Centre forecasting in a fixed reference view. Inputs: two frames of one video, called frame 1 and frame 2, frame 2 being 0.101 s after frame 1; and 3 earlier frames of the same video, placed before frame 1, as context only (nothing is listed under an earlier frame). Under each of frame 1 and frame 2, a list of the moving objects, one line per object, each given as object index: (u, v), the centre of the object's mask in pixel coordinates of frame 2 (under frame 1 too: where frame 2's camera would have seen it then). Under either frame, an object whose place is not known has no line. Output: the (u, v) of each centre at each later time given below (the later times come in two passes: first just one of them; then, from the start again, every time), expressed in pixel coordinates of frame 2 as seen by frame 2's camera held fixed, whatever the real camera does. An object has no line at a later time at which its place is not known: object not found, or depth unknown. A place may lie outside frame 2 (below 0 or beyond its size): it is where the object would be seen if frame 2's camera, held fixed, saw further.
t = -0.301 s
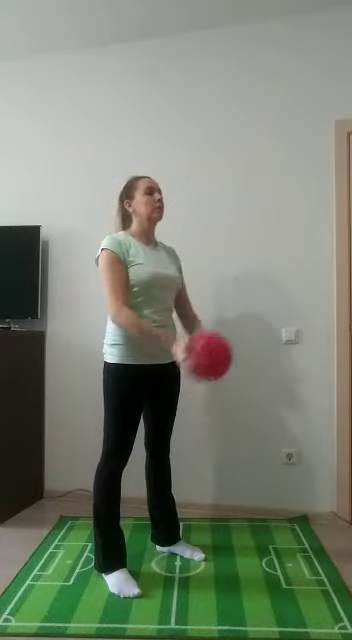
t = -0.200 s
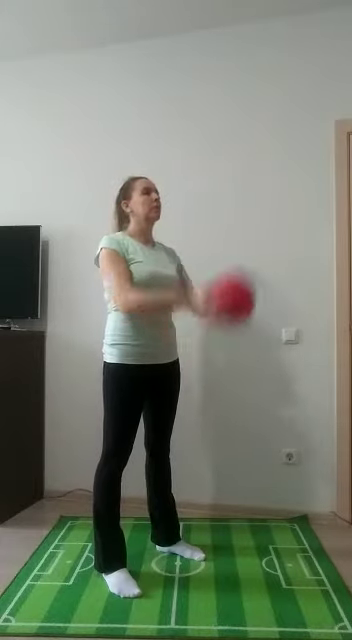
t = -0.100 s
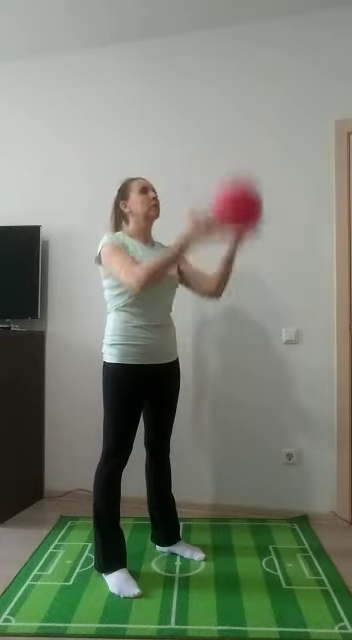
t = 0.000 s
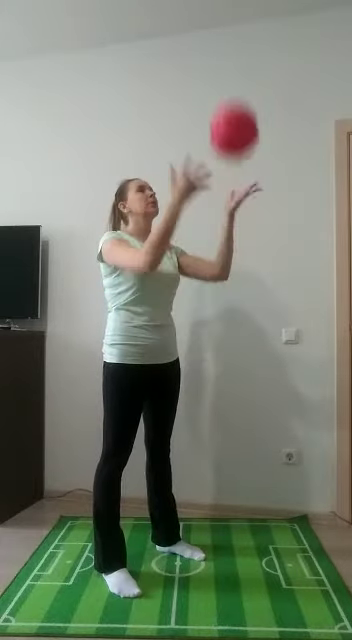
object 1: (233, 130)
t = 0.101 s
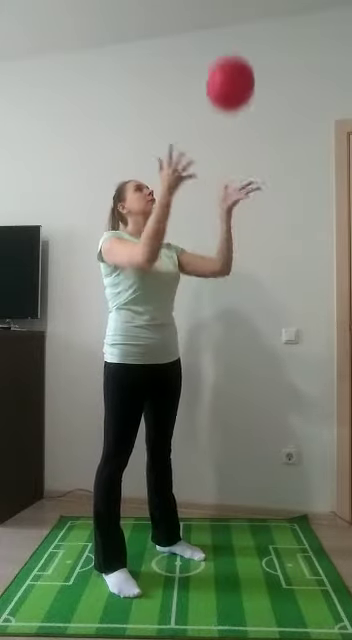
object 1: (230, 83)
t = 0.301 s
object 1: (223, 65)
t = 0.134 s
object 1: (229, 74)
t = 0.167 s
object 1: (228, 67)
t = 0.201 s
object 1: (227, 62)
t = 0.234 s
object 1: (225, 61)
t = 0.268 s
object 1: (224, 62)
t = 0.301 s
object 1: (223, 65)
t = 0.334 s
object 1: (222, 72)
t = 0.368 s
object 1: (221, 81)
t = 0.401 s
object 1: (220, 92)
